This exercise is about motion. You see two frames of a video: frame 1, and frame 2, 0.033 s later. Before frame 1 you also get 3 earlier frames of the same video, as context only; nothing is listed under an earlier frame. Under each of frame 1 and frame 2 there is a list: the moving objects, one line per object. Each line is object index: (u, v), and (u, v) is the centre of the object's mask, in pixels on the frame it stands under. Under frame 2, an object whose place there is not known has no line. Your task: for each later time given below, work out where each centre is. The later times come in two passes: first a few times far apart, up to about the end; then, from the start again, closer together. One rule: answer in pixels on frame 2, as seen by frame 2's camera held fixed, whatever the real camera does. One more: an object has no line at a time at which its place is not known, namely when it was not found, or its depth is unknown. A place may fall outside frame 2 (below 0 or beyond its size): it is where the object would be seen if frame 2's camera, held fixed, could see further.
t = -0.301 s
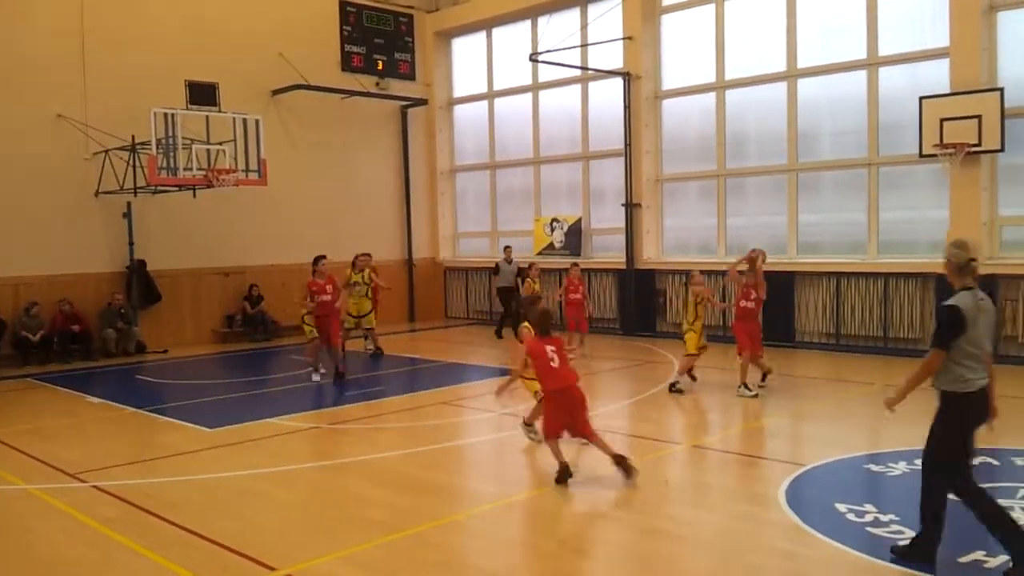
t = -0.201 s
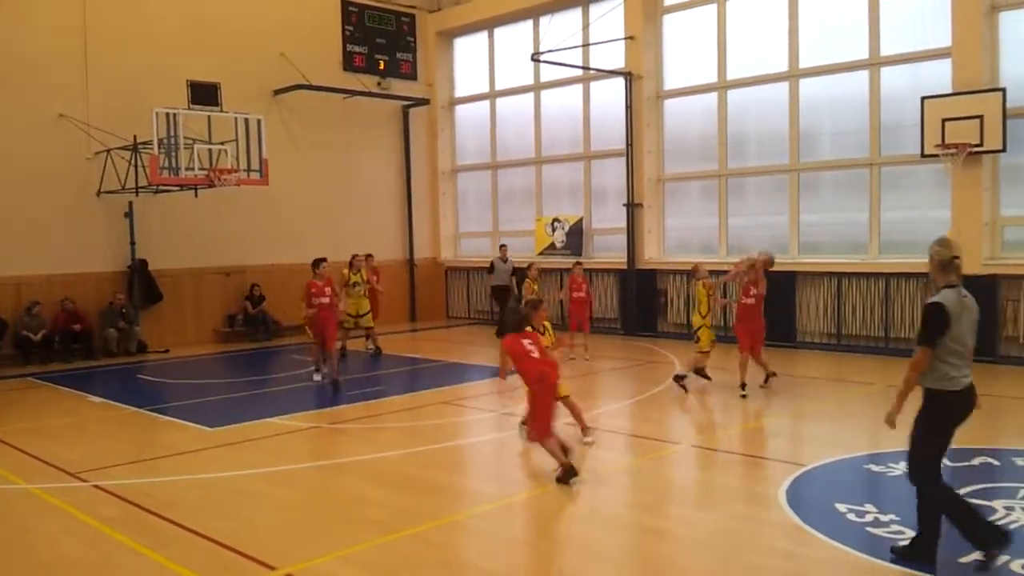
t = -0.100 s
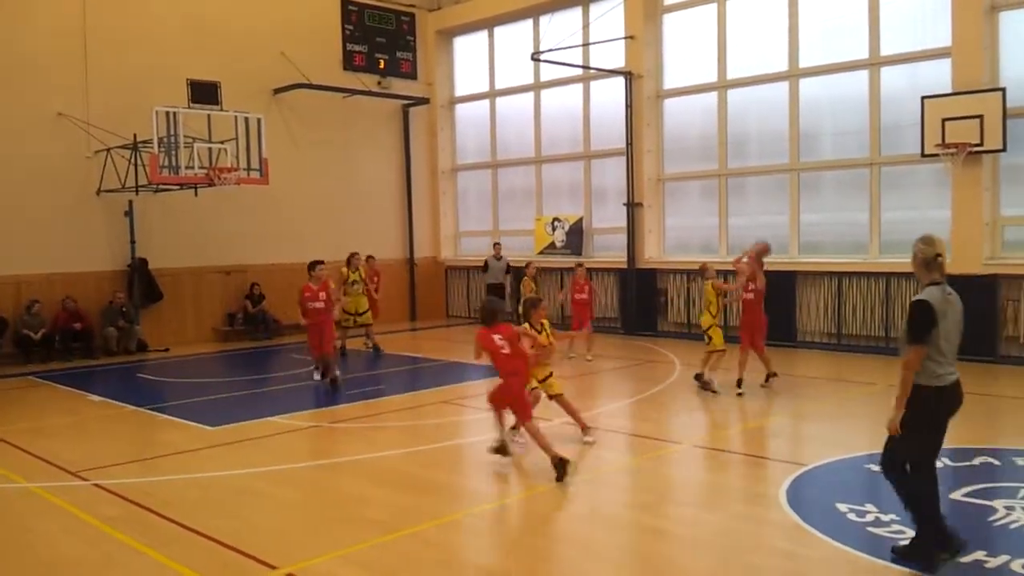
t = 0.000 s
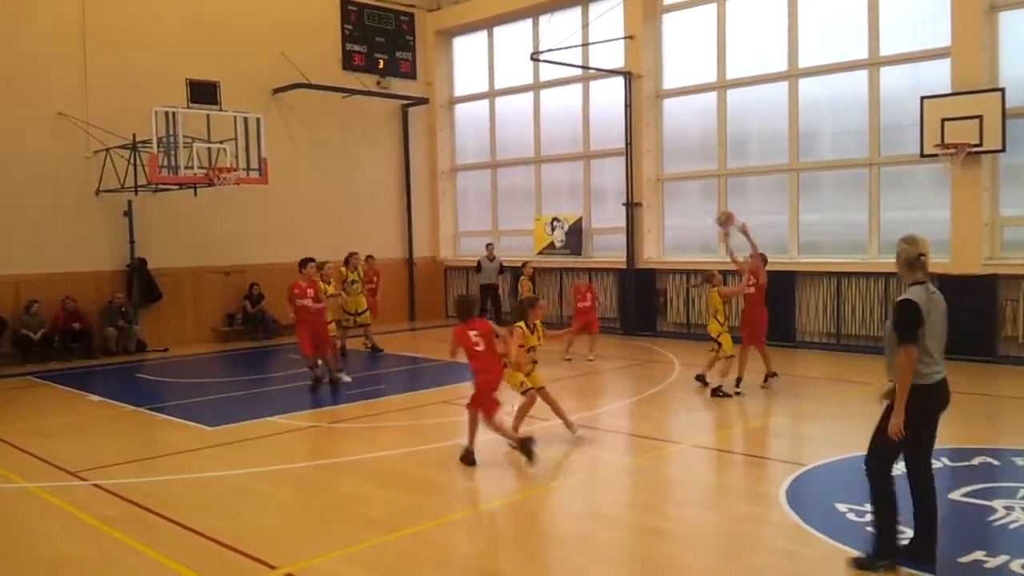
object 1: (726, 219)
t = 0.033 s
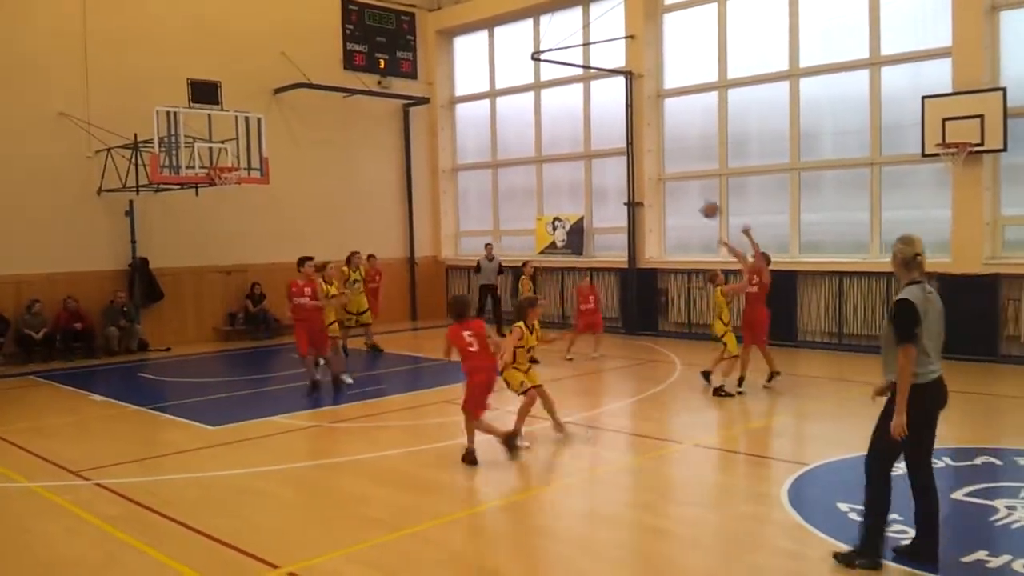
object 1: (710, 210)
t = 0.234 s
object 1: (609, 173)
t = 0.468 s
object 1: (485, 172)
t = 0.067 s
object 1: (694, 202)
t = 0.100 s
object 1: (677, 194)
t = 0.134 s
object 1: (659, 187)
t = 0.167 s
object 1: (643, 182)
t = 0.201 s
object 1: (626, 177)
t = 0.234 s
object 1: (609, 173)
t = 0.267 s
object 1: (592, 170)
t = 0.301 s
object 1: (574, 168)
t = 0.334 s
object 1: (556, 168)
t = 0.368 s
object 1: (539, 168)
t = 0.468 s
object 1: (485, 172)
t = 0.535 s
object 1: (450, 179)
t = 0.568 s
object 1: (431, 186)
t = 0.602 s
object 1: (414, 192)
